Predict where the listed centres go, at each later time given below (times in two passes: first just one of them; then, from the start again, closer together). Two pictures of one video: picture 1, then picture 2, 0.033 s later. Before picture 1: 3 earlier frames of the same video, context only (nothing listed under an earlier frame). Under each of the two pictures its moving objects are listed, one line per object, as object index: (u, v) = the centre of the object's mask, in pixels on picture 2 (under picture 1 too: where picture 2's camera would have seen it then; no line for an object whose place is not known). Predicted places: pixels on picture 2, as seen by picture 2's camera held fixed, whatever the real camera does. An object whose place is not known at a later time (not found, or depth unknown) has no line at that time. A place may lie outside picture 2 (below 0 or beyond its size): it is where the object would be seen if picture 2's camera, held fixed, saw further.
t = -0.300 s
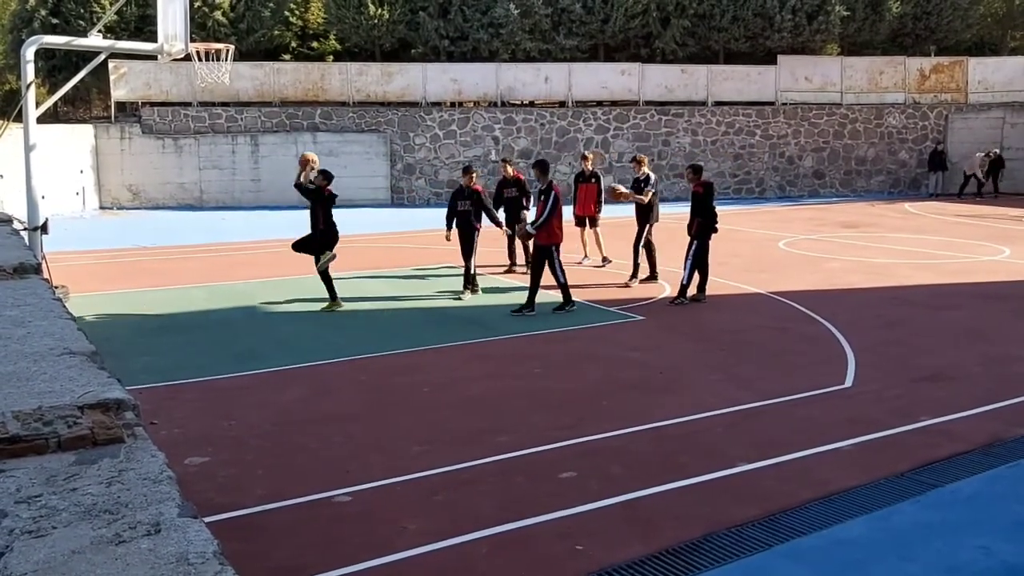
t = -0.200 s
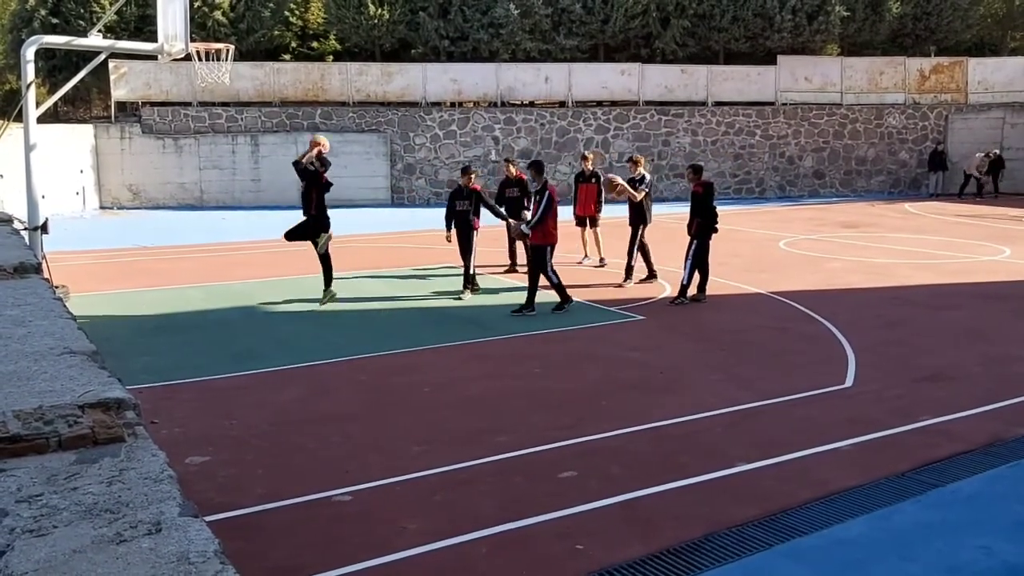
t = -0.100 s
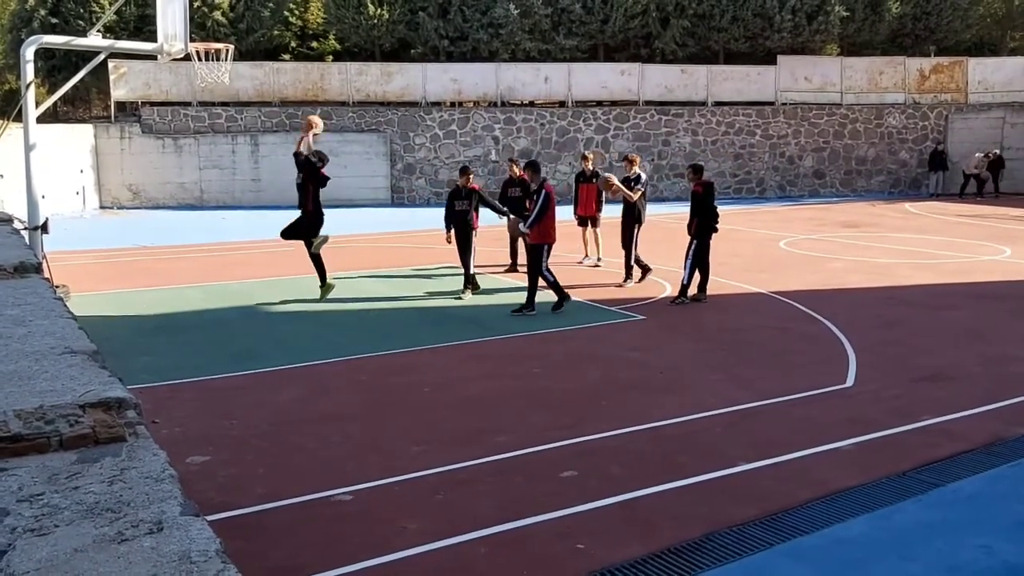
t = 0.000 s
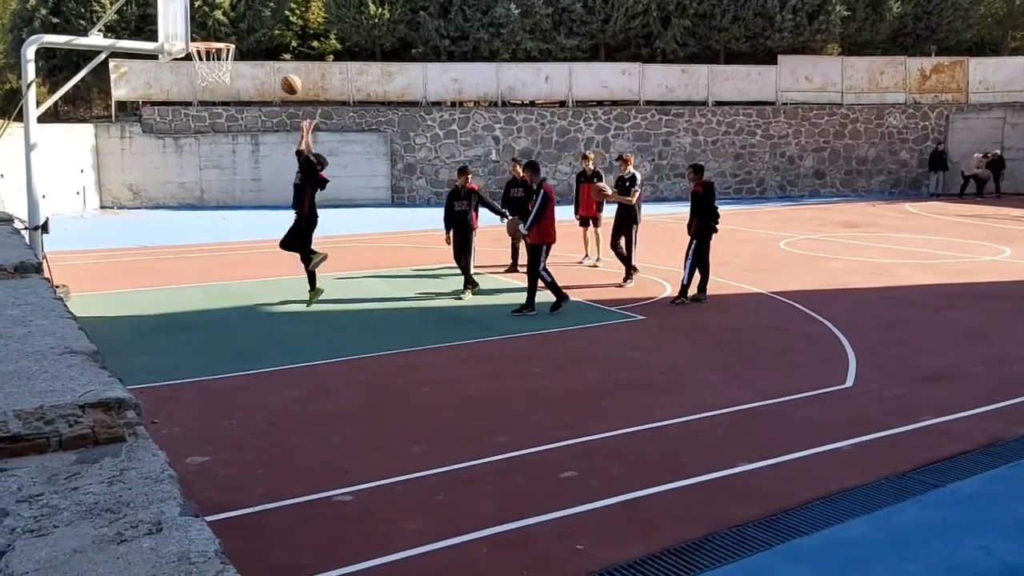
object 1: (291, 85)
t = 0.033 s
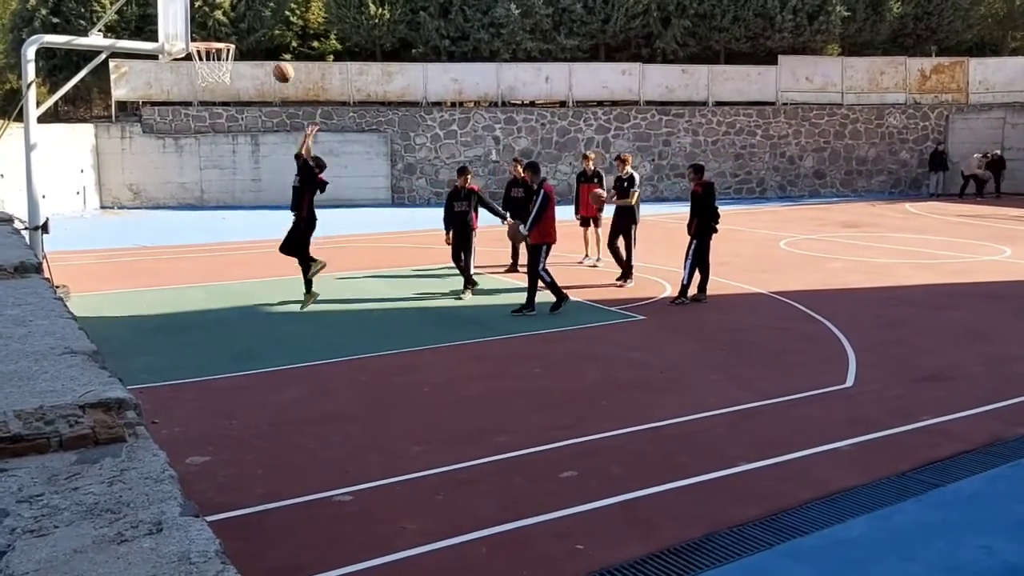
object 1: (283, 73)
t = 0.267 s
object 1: (227, 12)
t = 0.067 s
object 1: (276, 62)
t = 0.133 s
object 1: (259, 41)
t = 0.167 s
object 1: (251, 33)
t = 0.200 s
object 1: (243, 25)
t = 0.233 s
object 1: (235, 19)
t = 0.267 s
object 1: (227, 12)
